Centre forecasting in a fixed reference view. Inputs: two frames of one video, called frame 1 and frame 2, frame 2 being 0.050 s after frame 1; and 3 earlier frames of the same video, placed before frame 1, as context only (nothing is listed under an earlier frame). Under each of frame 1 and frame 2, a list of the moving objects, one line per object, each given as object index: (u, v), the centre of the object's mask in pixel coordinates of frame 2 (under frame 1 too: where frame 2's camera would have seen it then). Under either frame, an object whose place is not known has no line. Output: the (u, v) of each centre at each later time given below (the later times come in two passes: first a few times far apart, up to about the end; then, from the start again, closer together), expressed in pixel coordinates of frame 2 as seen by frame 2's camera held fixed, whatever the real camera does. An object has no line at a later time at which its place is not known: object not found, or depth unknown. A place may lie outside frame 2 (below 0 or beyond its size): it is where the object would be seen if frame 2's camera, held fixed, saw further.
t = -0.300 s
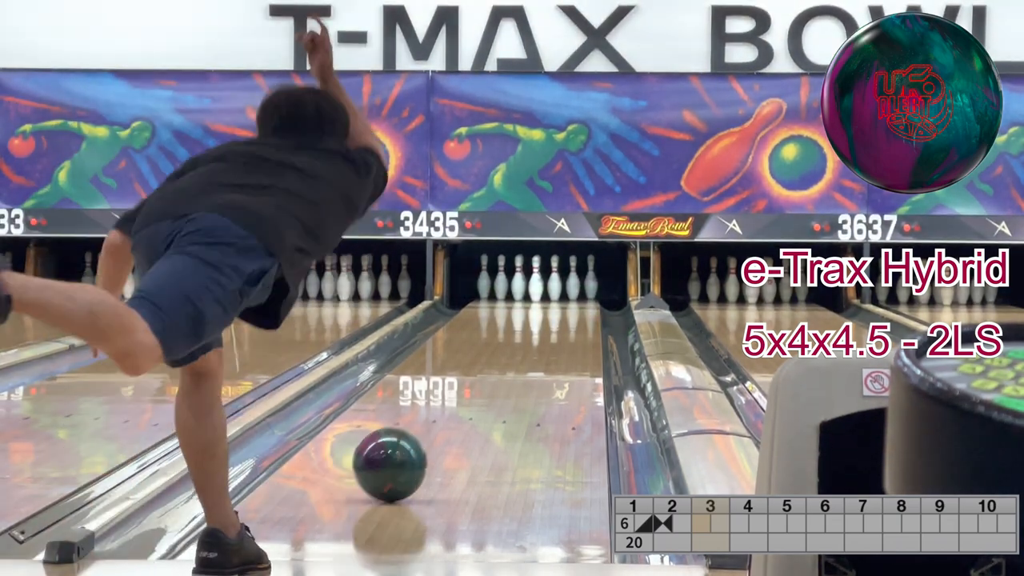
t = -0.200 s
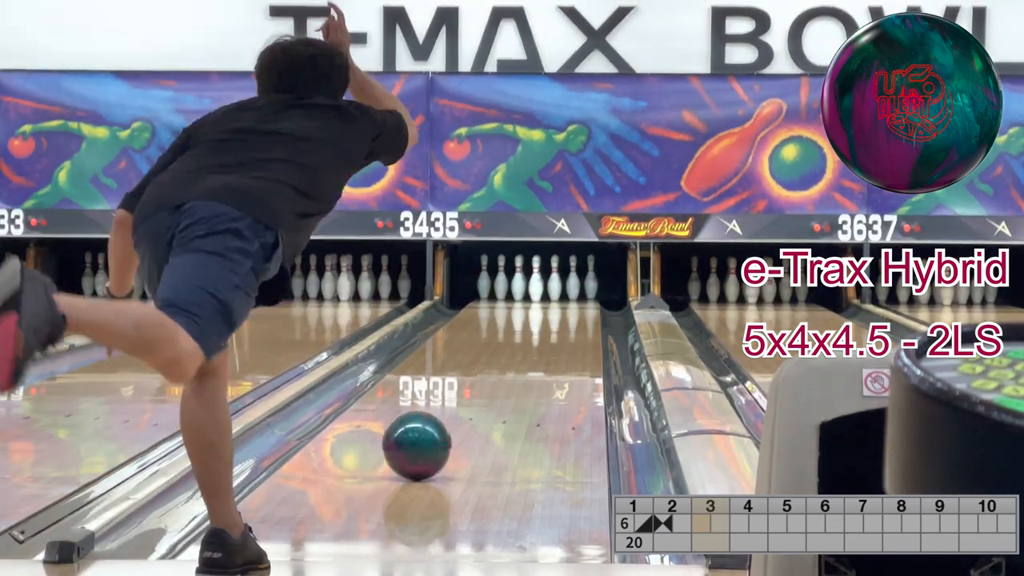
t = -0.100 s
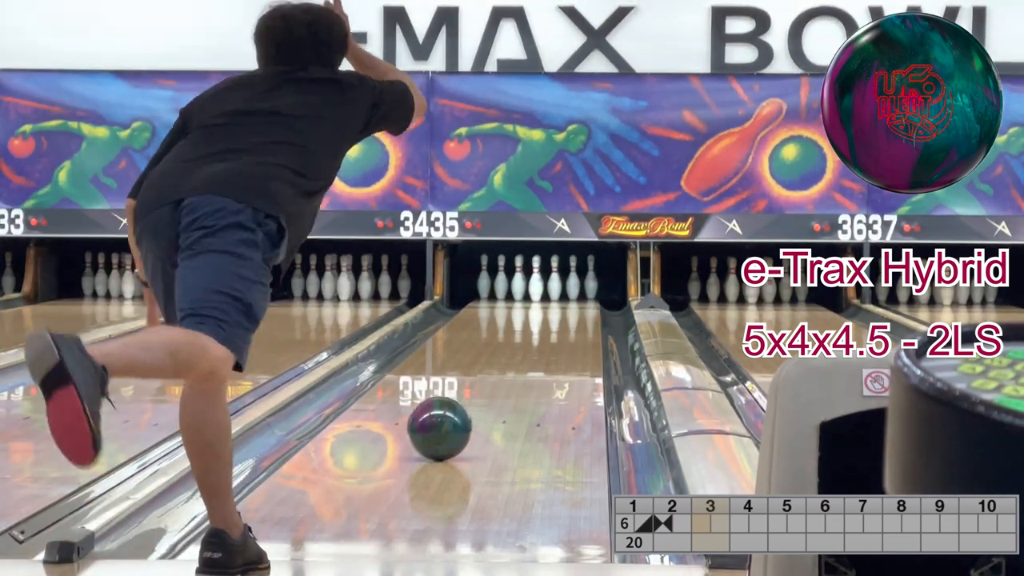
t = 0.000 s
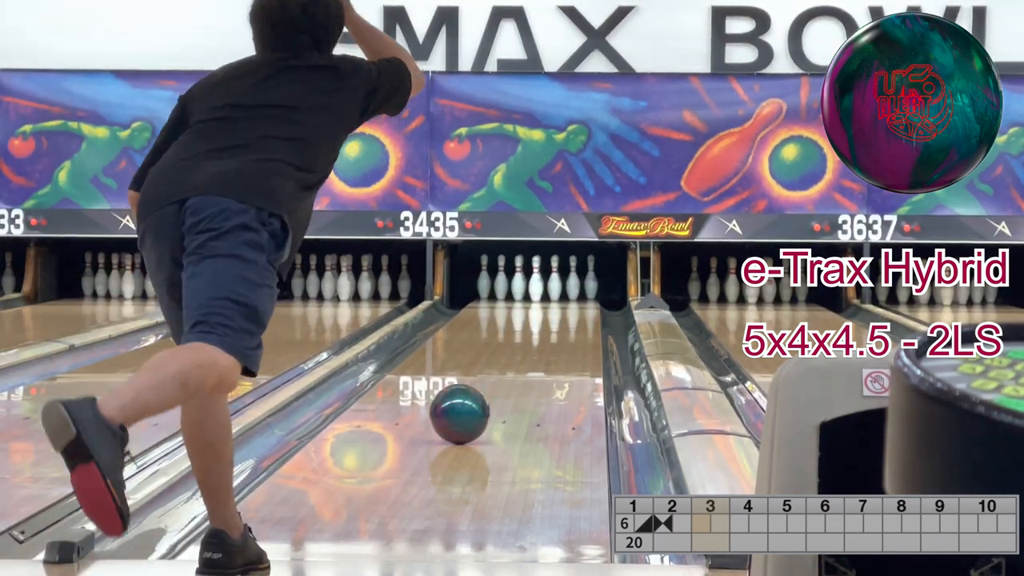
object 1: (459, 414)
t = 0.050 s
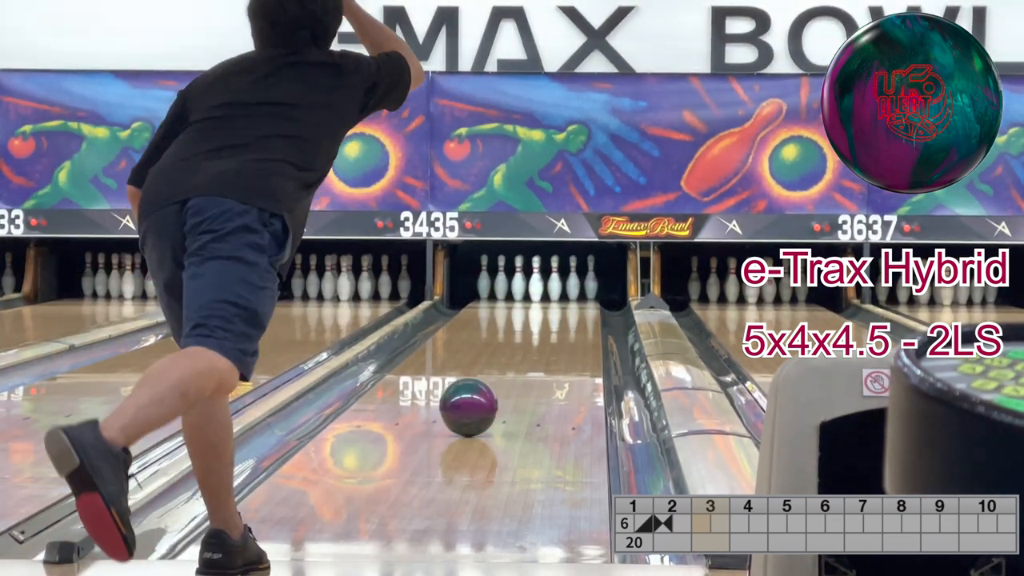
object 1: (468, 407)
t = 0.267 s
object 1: (501, 382)
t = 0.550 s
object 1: (532, 358)
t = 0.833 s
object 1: (555, 340)
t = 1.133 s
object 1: (572, 325)
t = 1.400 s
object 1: (580, 314)
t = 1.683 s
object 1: (580, 305)
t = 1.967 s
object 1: (569, 297)
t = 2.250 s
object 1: (555, 290)
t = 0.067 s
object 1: (471, 405)
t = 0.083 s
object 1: (474, 403)
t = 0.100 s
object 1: (476, 401)
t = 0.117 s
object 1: (479, 399)
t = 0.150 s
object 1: (484, 395)
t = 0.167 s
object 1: (487, 393)
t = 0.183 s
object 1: (489, 391)
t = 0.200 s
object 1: (491, 389)
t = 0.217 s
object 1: (494, 388)
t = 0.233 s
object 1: (496, 386)
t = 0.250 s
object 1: (499, 384)
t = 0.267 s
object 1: (501, 382)
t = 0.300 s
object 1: (505, 379)
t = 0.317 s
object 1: (507, 378)
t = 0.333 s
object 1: (509, 376)
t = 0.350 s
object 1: (511, 375)
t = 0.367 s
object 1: (513, 373)
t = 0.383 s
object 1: (515, 372)
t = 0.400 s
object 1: (517, 370)
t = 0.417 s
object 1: (519, 369)
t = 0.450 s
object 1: (523, 366)
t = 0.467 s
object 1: (524, 365)
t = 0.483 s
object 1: (526, 363)
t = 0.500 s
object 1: (528, 362)
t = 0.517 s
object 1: (529, 361)
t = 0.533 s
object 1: (531, 359)
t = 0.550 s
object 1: (532, 358)
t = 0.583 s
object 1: (536, 356)
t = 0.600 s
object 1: (537, 354)
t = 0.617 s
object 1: (539, 353)
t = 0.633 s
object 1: (540, 352)
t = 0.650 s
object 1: (542, 351)
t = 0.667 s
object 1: (543, 350)
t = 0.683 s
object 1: (544, 349)
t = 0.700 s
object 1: (546, 348)
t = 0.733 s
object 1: (548, 346)
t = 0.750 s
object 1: (550, 345)
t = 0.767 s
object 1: (551, 344)
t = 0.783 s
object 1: (552, 343)
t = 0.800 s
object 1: (553, 342)
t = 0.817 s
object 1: (554, 341)
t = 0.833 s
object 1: (555, 340)
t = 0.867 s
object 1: (558, 338)
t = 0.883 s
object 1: (559, 338)
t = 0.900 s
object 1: (560, 337)
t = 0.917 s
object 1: (561, 336)
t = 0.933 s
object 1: (562, 335)
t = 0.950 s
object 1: (563, 334)
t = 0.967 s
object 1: (564, 333)
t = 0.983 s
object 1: (565, 332)
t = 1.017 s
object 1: (567, 331)
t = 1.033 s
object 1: (568, 330)
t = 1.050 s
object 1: (568, 329)
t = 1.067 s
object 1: (569, 328)
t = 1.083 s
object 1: (570, 327)
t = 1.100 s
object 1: (570, 327)
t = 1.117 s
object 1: (571, 326)
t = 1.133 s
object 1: (572, 325)
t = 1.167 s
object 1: (573, 324)
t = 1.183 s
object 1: (574, 323)
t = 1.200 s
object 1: (575, 322)
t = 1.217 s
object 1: (575, 321)
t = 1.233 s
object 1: (575, 321)
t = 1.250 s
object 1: (576, 319)
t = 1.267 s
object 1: (577, 319)
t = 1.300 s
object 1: (578, 317)
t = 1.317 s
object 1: (578, 317)
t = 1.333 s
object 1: (579, 316)
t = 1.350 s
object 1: (579, 316)
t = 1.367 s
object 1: (579, 315)
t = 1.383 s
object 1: (579, 314)
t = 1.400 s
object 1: (580, 314)
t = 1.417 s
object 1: (580, 313)
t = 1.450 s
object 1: (580, 312)
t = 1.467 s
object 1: (581, 312)
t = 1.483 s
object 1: (581, 311)
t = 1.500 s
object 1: (581, 311)
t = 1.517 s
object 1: (581, 310)
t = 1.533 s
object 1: (581, 310)
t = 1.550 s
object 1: (581, 309)
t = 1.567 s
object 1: (581, 309)
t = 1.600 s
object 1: (581, 308)
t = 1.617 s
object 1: (580, 307)
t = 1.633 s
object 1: (580, 307)
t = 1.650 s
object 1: (580, 306)
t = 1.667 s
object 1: (580, 305)
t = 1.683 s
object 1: (580, 305)
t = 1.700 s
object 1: (579, 305)
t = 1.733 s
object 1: (578, 304)
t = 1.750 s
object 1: (578, 303)
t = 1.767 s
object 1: (578, 302)
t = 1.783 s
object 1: (577, 302)
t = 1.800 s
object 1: (577, 302)
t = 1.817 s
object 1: (576, 301)
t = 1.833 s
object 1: (575, 300)
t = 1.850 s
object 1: (575, 300)
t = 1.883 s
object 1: (573, 299)
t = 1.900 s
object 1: (572, 299)
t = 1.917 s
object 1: (572, 298)
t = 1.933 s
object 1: (571, 298)
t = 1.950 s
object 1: (570, 297)
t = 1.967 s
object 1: (569, 297)
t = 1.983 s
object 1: (568, 296)
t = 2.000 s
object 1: (567, 296)
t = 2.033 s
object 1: (565, 295)
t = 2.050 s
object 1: (565, 295)
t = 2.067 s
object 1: (564, 294)
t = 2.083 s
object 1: (563, 294)
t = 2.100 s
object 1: (562, 294)
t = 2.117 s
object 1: (561, 293)
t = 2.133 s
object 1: (560, 293)
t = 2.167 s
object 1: (559, 292)
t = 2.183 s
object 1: (558, 292)
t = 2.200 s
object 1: (557, 292)
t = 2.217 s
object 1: (556, 291)
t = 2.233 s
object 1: (556, 291)
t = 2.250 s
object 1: (555, 290)
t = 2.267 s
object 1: (554, 290)
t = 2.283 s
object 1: (553, 290)
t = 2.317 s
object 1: (552, 290)
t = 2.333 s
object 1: (553, 289)
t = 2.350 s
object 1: (554, 289)
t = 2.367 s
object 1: (554, 288)
